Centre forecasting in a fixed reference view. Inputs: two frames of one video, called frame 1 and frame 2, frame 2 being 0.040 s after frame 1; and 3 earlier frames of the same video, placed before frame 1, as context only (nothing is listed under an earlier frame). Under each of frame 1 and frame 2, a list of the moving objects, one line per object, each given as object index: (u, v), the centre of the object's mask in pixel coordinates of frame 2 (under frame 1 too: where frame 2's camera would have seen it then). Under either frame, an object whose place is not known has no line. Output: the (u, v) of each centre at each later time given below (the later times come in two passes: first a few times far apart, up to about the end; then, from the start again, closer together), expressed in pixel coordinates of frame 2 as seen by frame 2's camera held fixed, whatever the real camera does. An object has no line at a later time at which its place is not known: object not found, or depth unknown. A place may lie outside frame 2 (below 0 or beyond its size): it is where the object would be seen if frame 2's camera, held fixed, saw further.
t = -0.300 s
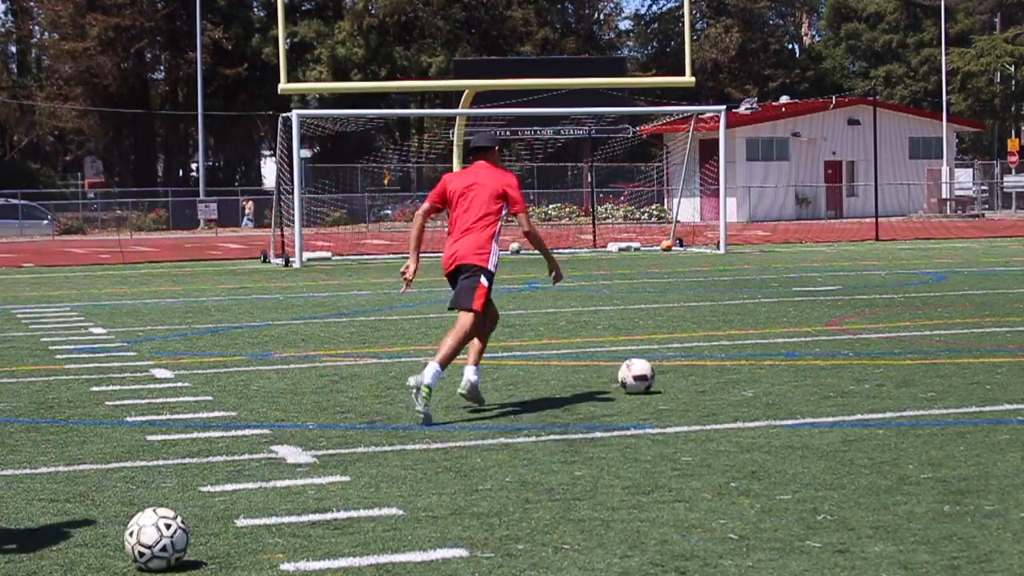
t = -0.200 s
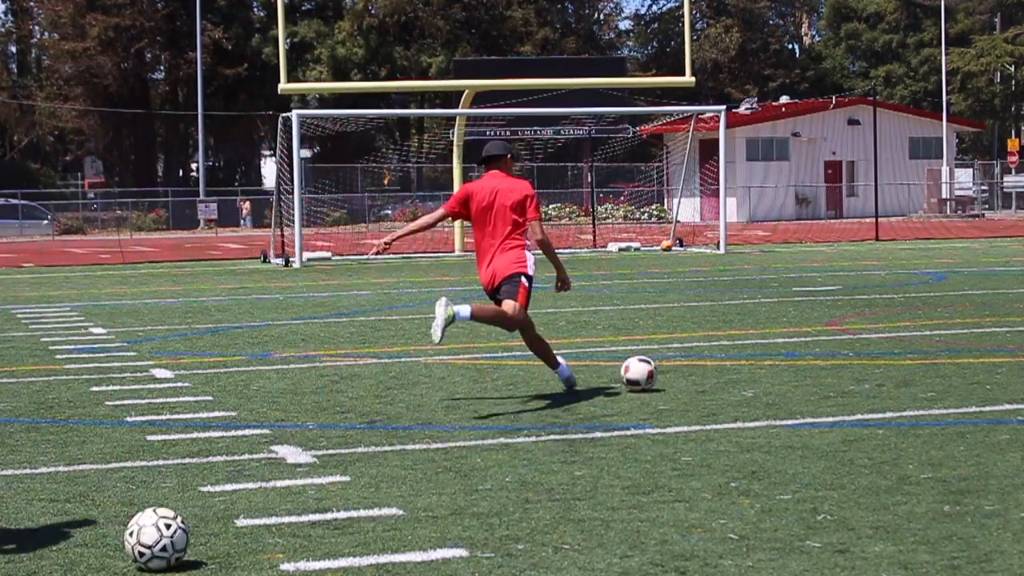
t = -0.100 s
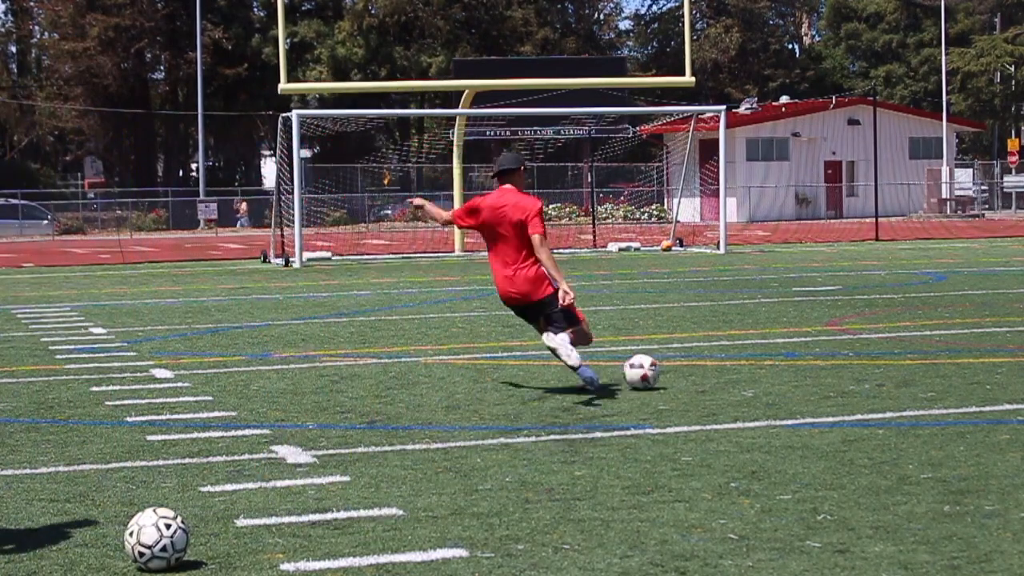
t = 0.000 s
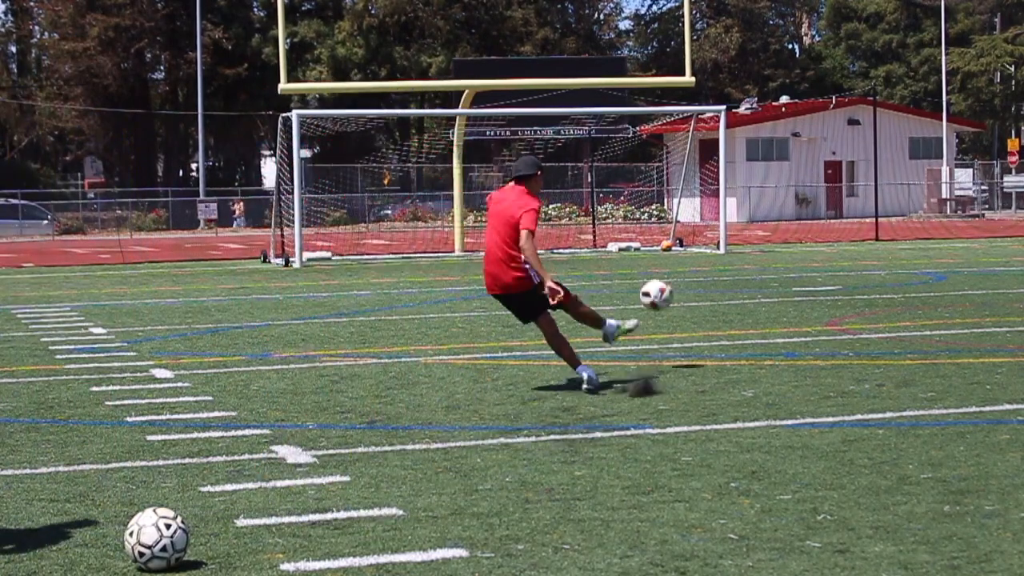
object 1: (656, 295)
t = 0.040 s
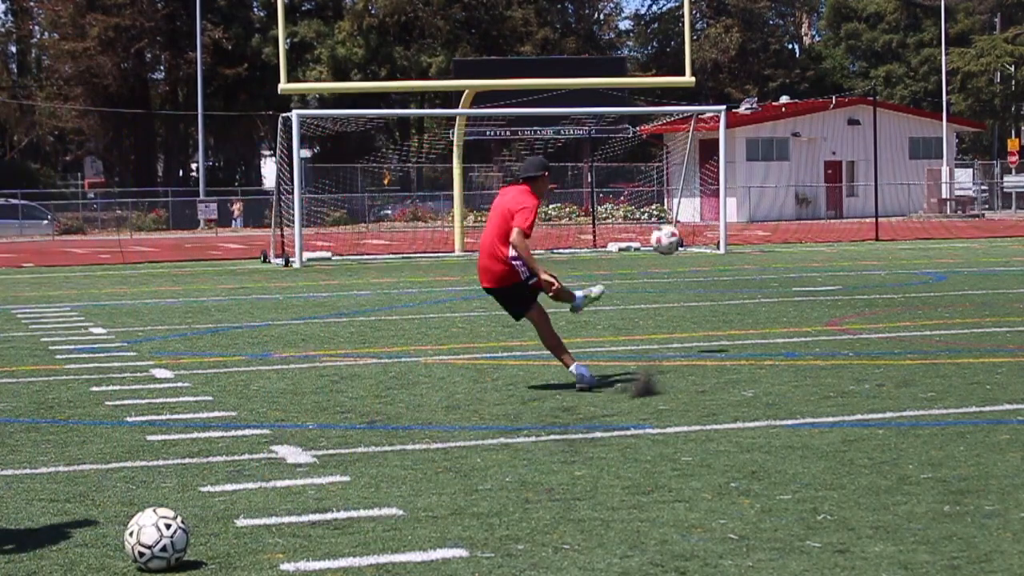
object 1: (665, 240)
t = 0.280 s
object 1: (702, 74)
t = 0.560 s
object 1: (719, 46)
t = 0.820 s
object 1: (721, 84)
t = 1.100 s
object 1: (714, 146)
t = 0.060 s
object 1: (669, 217)
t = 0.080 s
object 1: (674, 195)
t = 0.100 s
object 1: (678, 175)
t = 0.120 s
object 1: (681, 158)
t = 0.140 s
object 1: (684, 142)
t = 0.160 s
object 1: (687, 129)
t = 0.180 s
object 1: (691, 117)
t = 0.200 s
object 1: (693, 106)
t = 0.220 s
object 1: (696, 96)
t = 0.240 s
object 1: (698, 88)
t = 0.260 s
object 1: (700, 81)
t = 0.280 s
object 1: (702, 74)
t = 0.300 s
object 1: (703, 69)
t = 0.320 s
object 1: (704, 63)
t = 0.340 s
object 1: (706, 59)
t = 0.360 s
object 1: (707, 54)
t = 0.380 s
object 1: (709, 50)
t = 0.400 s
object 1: (710, 48)
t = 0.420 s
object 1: (711, 45)
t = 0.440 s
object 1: (712, 43)
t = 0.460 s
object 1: (714, 43)
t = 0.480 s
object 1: (715, 43)
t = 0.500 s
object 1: (716, 43)
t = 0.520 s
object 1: (717, 43)
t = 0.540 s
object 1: (718, 44)
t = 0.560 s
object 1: (719, 46)
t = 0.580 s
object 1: (719, 47)
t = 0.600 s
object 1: (719, 49)
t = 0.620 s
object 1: (719, 53)
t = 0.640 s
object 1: (720, 55)
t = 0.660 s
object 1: (720, 57)
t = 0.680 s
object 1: (720, 59)
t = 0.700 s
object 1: (721, 62)
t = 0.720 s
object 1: (720, 65)
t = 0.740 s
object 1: (721, 69)
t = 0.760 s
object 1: (721, 72)
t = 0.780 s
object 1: (721, 76)
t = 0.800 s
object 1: (721, 80)
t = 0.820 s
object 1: (721, 84)
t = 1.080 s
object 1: (714, 141)
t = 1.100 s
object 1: (714, 146)
